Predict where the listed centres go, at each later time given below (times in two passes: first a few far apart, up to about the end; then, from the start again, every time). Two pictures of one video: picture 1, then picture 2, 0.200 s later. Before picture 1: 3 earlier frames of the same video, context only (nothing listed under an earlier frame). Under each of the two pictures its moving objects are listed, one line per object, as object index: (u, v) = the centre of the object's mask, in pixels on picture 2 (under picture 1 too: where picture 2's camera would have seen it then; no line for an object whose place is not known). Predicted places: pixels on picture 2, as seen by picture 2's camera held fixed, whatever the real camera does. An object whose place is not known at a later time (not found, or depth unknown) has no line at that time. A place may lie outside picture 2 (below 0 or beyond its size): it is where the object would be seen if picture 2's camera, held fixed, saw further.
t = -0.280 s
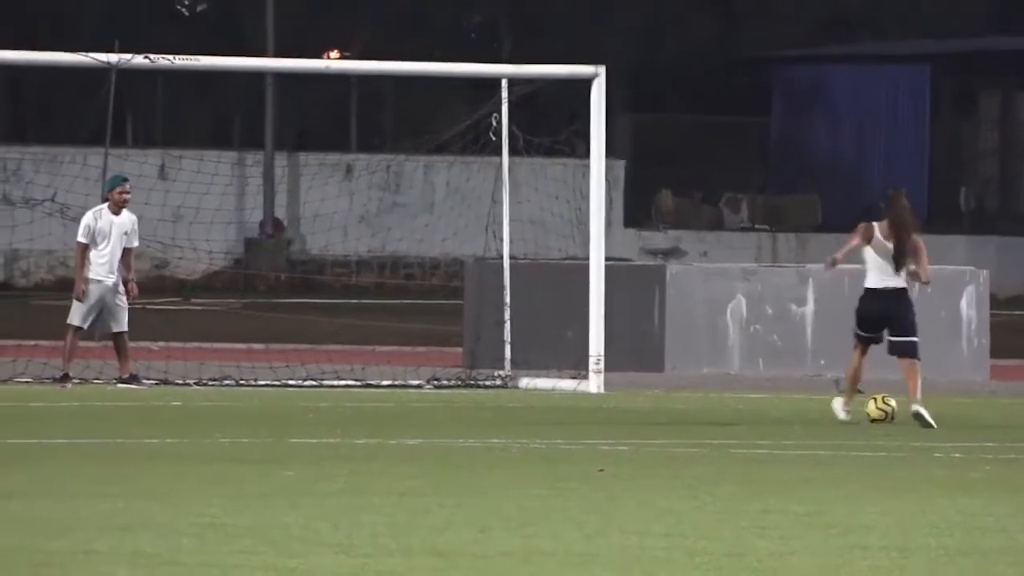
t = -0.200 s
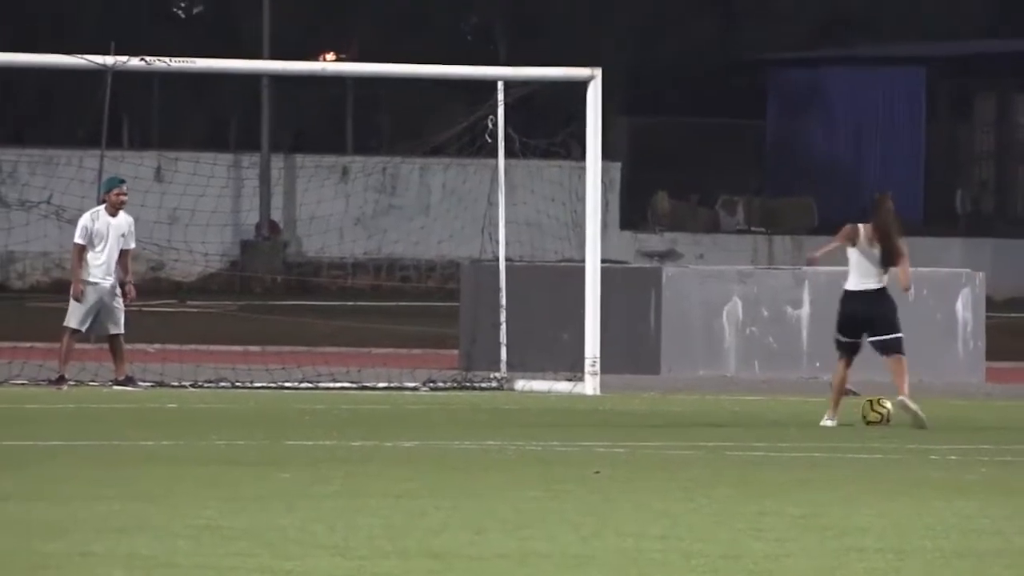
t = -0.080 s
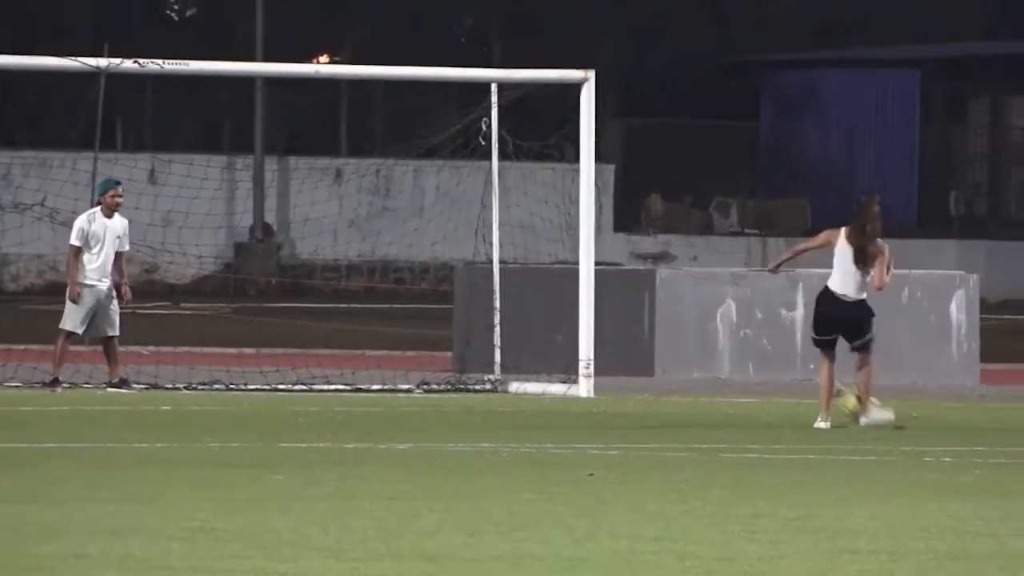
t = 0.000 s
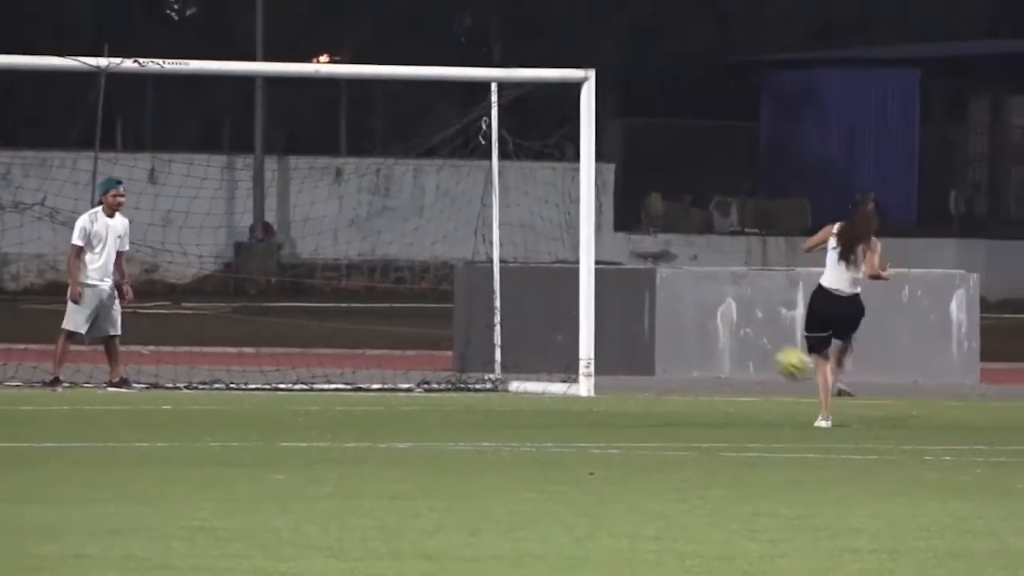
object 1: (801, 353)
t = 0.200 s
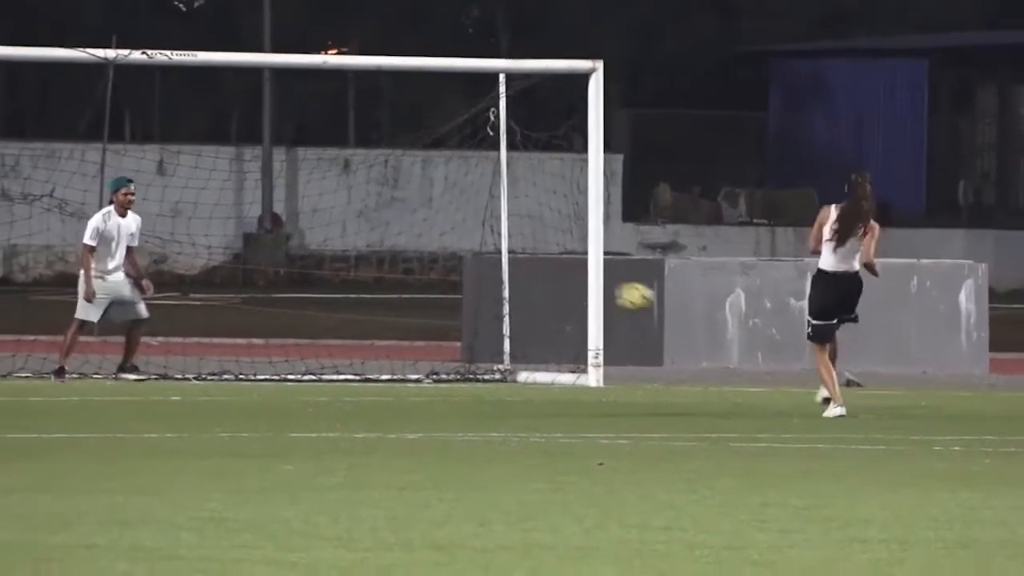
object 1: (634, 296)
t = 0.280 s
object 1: (570, 292)
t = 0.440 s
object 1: (444, 308)
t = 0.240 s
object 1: (605, 294)
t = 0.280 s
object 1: (570, 292)
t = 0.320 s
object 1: (540, 292)
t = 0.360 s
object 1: (508, 296)
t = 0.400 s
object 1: (476, 301)
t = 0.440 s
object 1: (444, 308)
